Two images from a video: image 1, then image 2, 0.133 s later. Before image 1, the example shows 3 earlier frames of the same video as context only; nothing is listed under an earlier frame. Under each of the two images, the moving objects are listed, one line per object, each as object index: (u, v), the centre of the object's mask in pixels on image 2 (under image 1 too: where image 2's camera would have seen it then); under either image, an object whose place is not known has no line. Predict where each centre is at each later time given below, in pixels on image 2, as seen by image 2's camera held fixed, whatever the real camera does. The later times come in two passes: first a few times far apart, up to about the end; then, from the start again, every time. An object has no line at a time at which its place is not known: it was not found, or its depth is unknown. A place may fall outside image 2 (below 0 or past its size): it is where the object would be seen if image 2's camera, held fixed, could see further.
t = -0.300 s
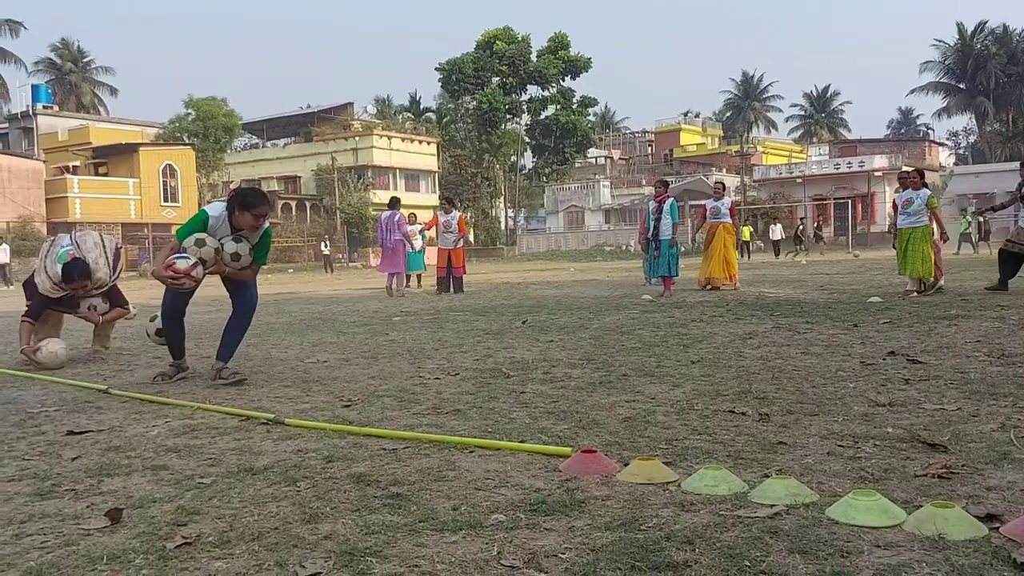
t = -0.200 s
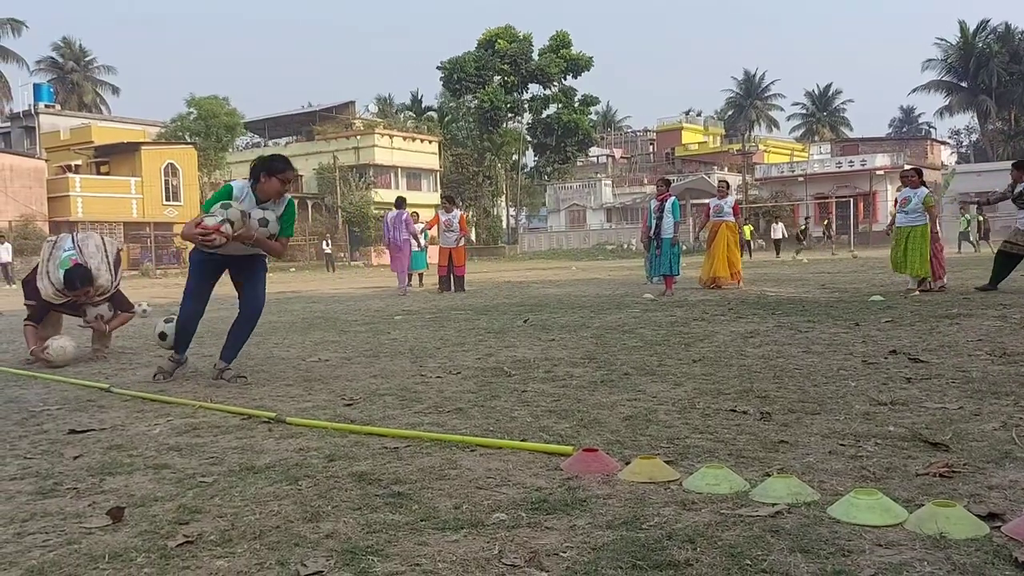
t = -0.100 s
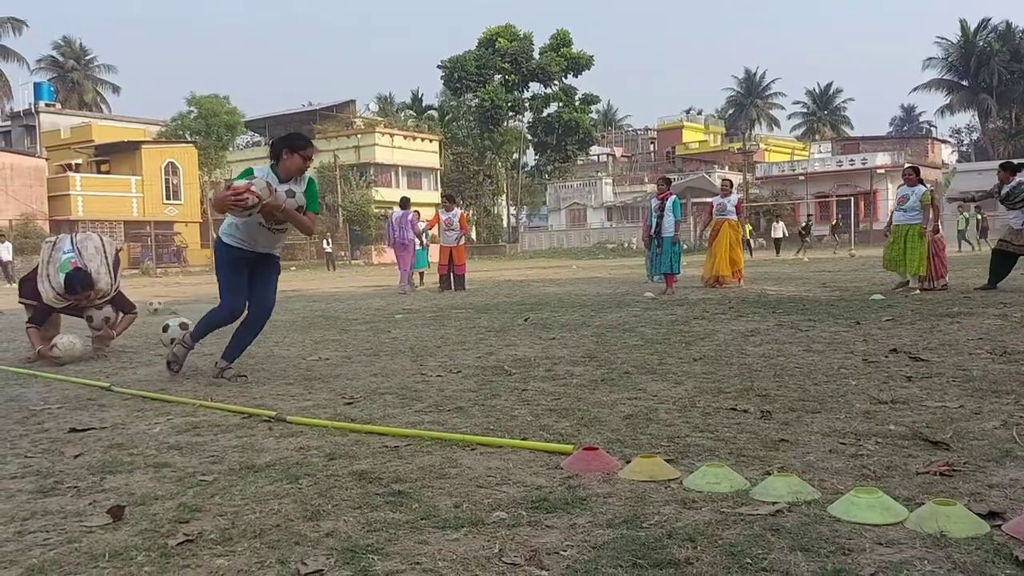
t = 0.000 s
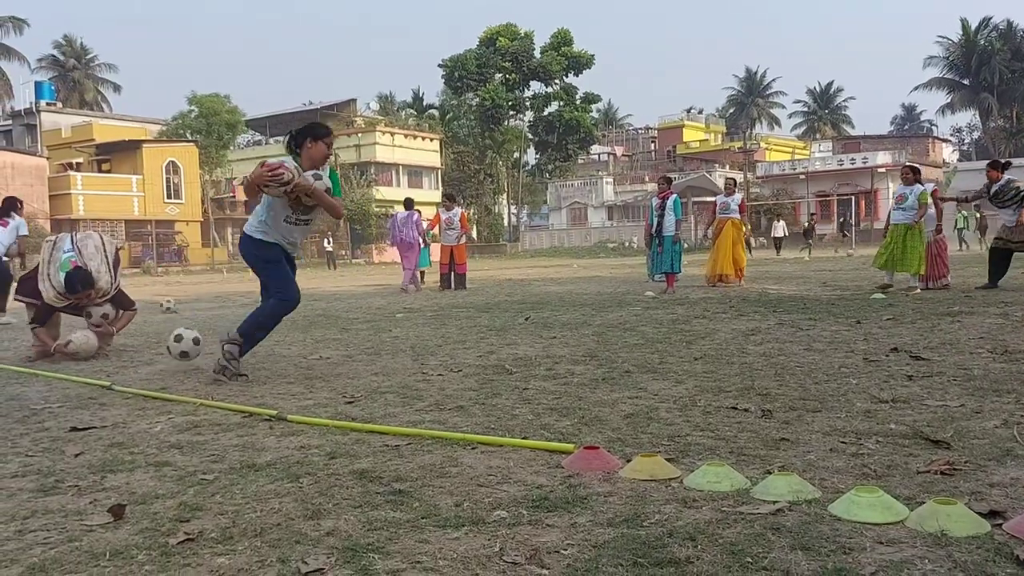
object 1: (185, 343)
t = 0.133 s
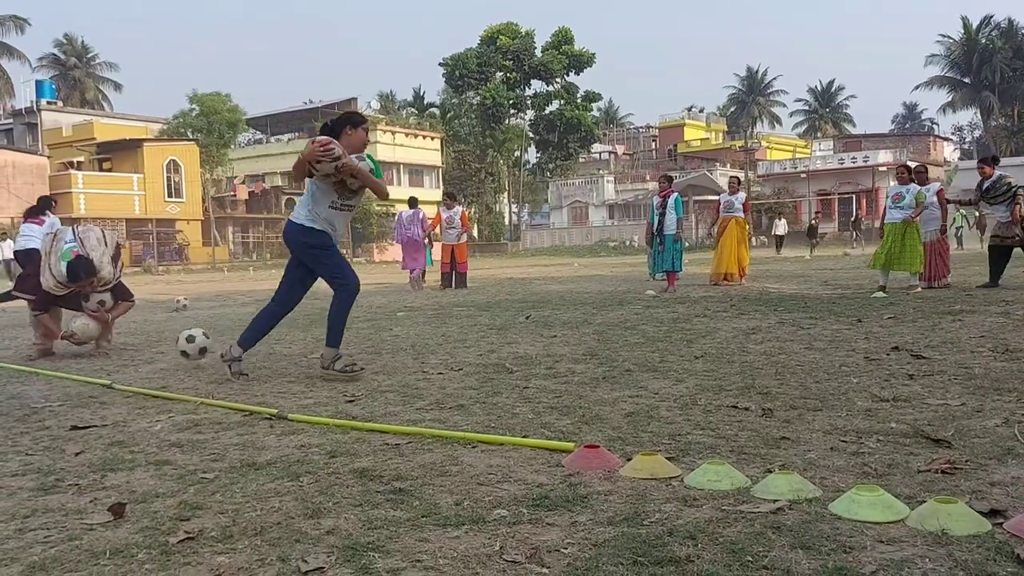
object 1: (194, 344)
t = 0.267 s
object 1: (202, 345)
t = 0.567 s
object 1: (222, 344)
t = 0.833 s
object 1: (237, 344)
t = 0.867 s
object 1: (238, 344)
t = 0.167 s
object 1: (196, 342)
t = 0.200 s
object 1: (198, 341)
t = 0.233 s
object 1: (200, 342)
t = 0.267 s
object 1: (202, 345)
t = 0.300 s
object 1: (204, 350)
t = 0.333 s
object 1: (209, 348)
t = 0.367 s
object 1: (211, 344)
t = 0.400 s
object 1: (213, 343)
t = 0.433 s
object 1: (215, 344)
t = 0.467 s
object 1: (217, 346)
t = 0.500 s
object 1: (219, 347)
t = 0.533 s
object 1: (220, 345)
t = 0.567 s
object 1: (222, 344)
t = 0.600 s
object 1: (224, 345)
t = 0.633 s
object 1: (226, 346)
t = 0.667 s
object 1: (228, 344)
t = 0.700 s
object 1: (229, 344)
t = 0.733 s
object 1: (231, 345)
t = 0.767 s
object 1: (233, 344)
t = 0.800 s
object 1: (234, 344)
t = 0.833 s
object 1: (237, 344)
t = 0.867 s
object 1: (238, 344)
